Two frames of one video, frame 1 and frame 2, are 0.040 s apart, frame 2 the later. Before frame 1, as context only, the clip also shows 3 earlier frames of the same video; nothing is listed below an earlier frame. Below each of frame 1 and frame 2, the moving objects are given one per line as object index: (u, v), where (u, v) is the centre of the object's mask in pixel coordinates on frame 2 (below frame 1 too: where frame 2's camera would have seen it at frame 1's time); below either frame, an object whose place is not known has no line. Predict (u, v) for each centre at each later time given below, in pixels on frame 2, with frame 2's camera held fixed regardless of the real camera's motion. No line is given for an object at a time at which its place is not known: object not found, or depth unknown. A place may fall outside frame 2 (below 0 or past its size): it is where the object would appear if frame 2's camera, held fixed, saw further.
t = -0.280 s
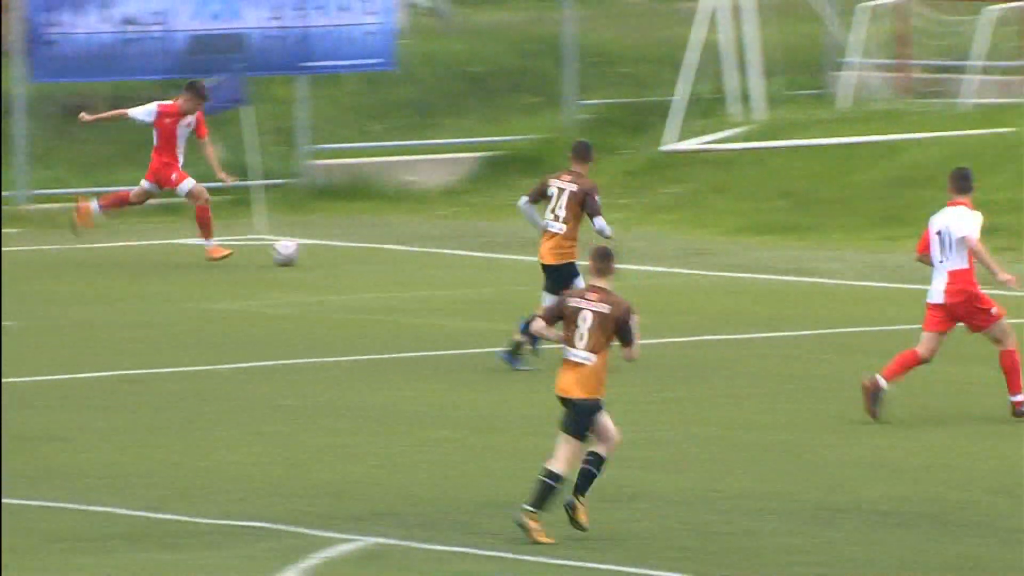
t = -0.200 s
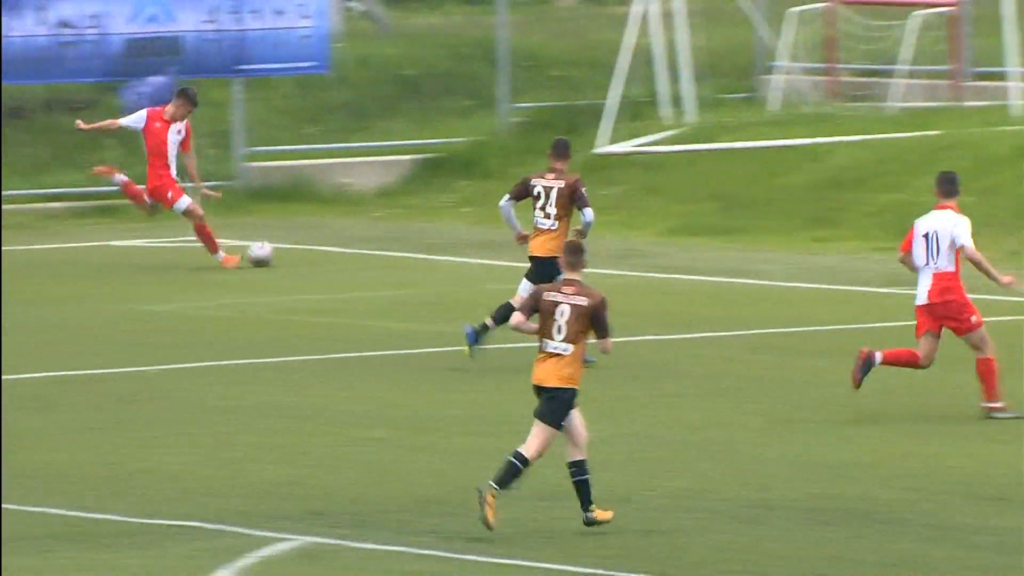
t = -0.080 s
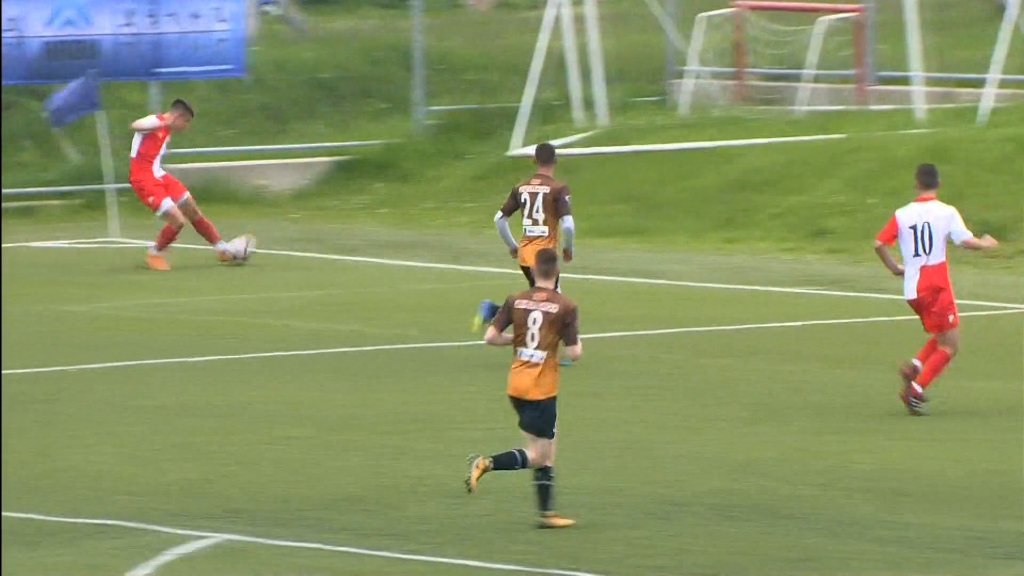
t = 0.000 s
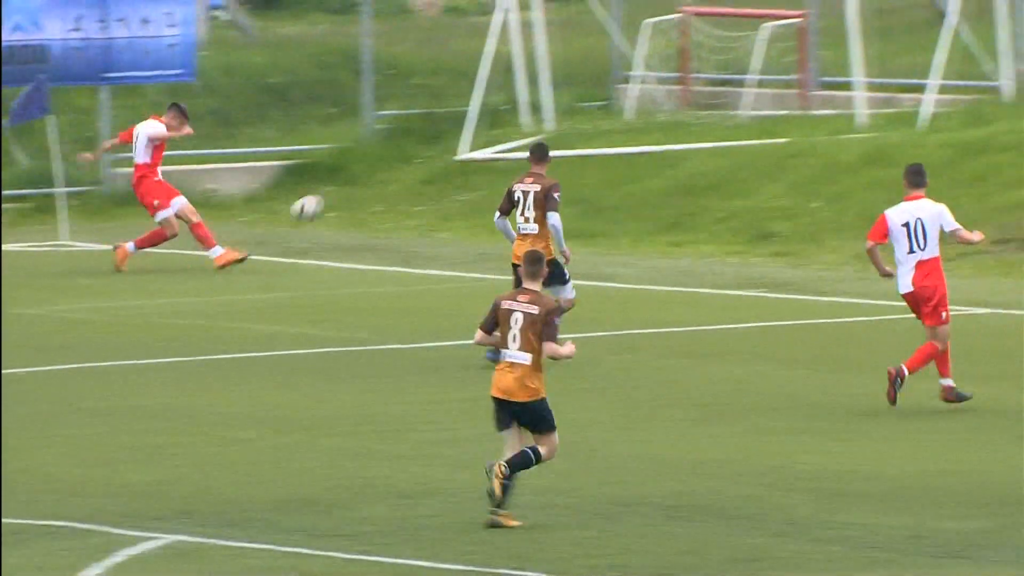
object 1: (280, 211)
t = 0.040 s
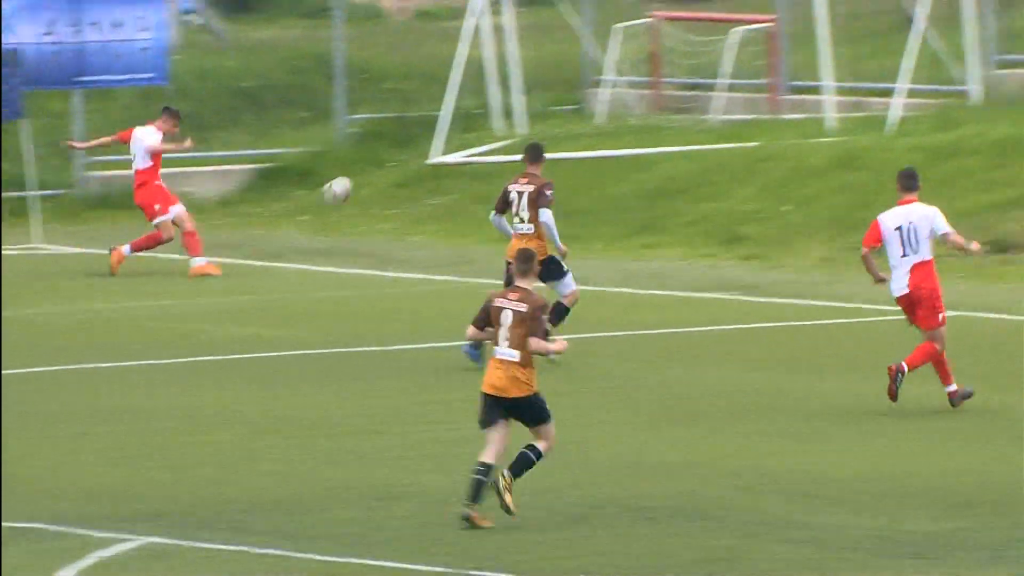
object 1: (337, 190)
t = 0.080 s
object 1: (394, 169)
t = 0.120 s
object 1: (449, 149)
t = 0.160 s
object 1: (502, 133)
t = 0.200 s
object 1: (555, 115)
